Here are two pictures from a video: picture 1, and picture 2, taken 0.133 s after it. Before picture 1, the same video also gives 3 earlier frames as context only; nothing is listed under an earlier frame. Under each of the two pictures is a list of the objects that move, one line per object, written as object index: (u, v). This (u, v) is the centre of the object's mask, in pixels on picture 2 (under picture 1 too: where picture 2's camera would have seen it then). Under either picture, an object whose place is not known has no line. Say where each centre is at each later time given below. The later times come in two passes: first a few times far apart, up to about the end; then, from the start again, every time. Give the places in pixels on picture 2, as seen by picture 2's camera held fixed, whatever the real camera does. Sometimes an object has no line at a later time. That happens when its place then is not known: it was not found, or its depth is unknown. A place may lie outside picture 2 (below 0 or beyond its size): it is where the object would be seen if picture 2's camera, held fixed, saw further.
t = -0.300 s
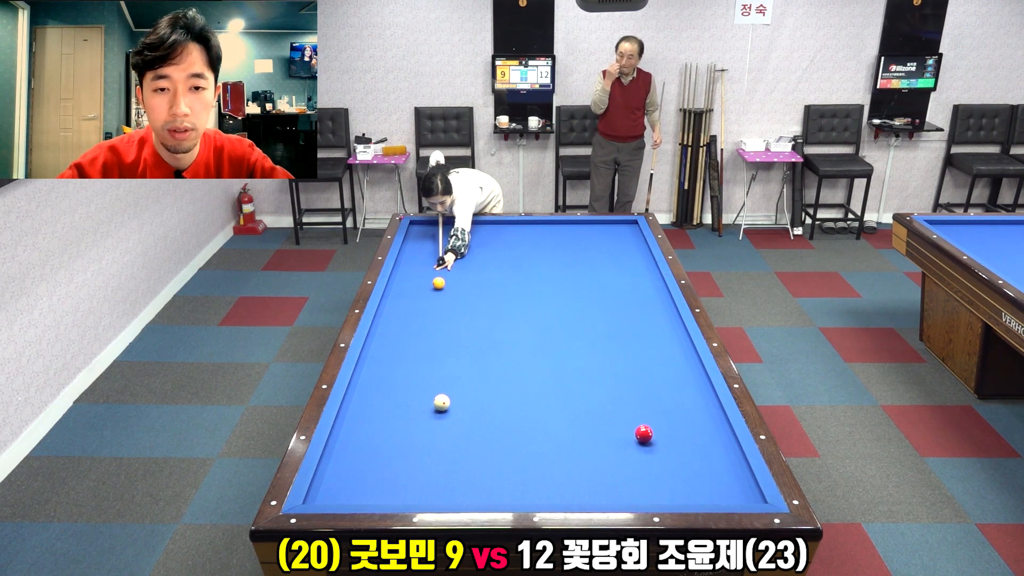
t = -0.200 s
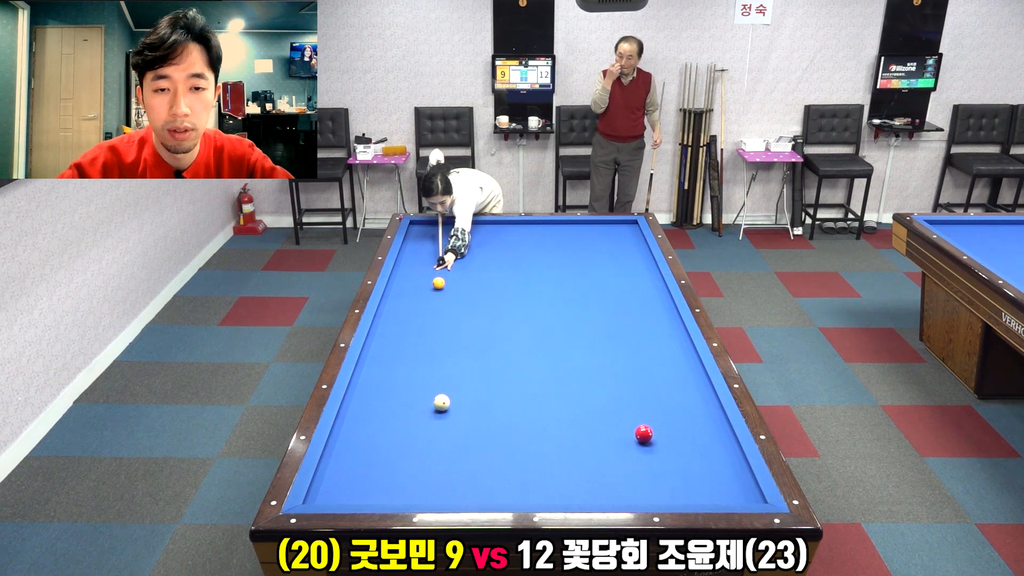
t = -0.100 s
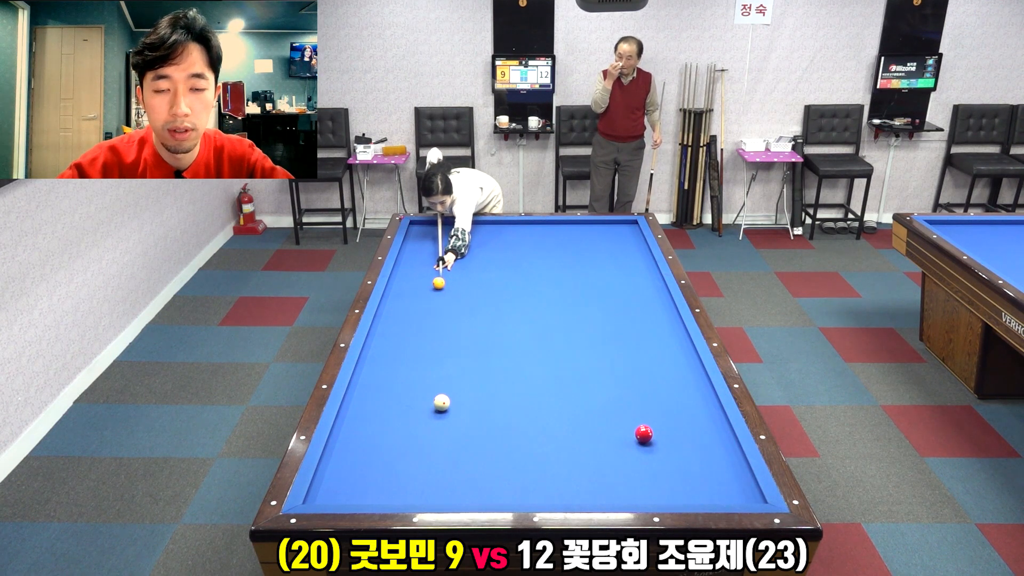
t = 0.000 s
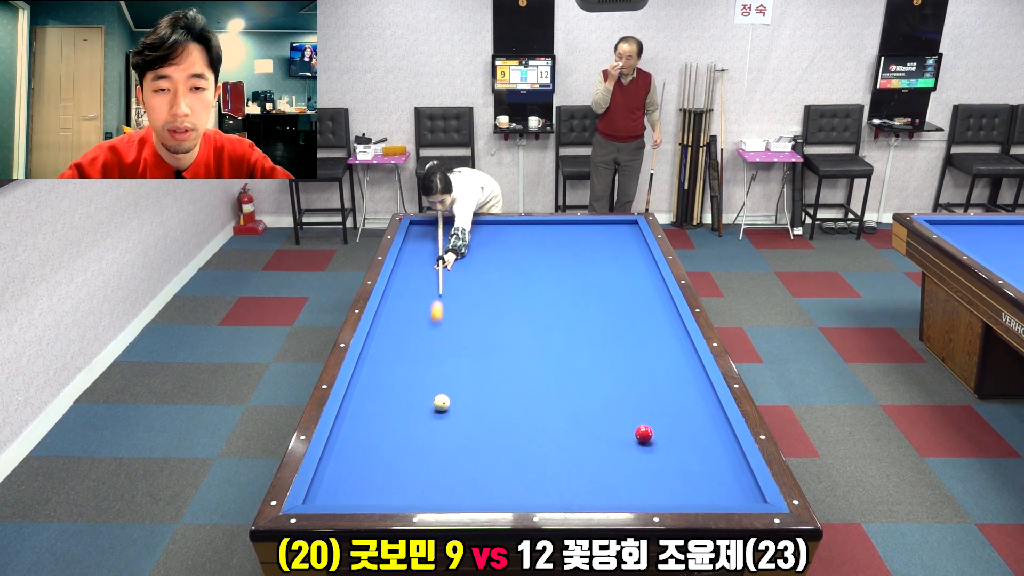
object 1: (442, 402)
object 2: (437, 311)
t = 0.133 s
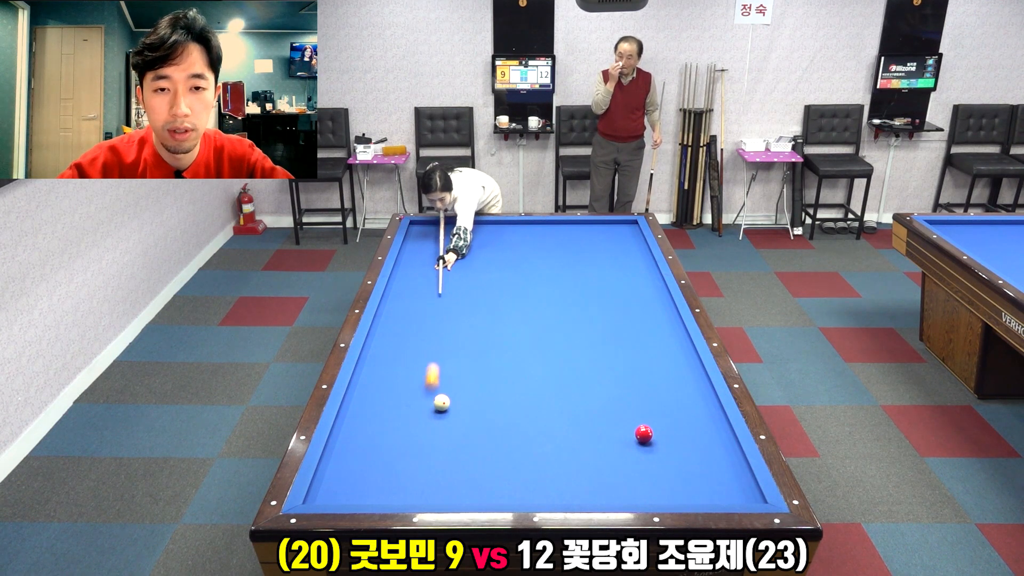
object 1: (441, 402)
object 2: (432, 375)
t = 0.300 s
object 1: (517, 443)
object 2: (353, 437)
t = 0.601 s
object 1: (653, 465)
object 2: (433, 463)
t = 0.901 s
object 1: (719, 418)
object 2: (539, 408)
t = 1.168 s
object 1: (663, 385)
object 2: (613, 369)
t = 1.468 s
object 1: (613, 354)
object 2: (681, 333)
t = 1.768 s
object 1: (570, 327)
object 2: (623, 304)
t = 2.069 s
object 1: (533, 304)
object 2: (577, 279)
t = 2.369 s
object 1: (501, 284)
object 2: (538, 257)
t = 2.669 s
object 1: (472, 267)
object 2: (503, 239)
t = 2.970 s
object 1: (447, 251)
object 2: (474, 223)
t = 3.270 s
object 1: (425, 237)
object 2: (437, 231)
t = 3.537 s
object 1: (429, 230)
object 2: (427, 236)
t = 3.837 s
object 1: (455, 227)
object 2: (422, 241)
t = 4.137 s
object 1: (481, 223)
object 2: (417, 247)
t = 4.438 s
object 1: (503, 223)
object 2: (412, 252)
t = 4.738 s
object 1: (522, 225)
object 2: (408, 258)
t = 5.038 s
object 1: (542, 227)
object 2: (403, 263)
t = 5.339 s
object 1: (560, 229)
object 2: (399, 268)
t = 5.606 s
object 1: (577, 231)
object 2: (396, 273)
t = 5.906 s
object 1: (594, 233)
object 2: (395, 279)
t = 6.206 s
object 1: (612, 234)
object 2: (395, 284)
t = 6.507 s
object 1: (629, 236)
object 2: (394, 290)
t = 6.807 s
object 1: (637, 238)
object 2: (394, 295)
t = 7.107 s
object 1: (629, 239)
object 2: (393, 300)
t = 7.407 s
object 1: (621, 240)
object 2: (393, 305)
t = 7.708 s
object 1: (613, 242)
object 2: (392, 310)
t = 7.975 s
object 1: (607, 242)
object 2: (391, 314)
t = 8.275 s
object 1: (600, 243)
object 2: (390, 319)
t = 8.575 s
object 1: (594, 244)
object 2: (389, 323)
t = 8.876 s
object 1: (588, 245)
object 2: (388, 326)
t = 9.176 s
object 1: (583, 246)
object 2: (387, 330)
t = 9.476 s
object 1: (578, 246)
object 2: (386, 333)
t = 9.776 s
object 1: (574, 247)
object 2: (384, 336)
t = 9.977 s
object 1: (571, 247)
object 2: (384, 338)
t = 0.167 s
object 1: (444, 403)
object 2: (429, 393)
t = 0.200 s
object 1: (459, 410)
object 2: (413, 405)
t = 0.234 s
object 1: (478, 421)
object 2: (393, 416)
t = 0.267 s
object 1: (497, 432)
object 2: (373, 426)
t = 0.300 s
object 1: (517, 443)
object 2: (353, 437)
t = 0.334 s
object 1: (536, 454)
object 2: (335, 448)
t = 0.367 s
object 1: (556, 465)
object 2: (339, 460)
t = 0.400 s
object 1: (577, 476)
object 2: (348, 473)
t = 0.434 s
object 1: (598, 488)
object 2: (358, 486)
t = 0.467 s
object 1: (617, 494)
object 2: (369, 495)
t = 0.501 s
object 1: (627, 488)
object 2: (386, 489)
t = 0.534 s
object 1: (636, 479)
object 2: (403, 480)
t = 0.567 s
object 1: (645, 472)
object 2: (418, 471)
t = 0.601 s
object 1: (653, 465)
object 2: (433, 463)
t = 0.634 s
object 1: (661, 458)
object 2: (448, 455)
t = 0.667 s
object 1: (669, 453)
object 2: (460, 448)
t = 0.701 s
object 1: (677, 447)
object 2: (473, 442)
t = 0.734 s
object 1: (685, 442)
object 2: (484, 435)
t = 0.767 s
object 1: (693, 437)
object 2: (496, 429)
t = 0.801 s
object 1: (700, 432)
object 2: (507, 424)
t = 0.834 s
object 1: (707, 428)
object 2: (518, 418)
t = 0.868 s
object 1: (714, 423)
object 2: (529, 413)
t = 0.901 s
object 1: (719, 418)
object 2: (539, 408)
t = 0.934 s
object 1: (711, 414)
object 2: (549, 402)
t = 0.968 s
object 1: (703, 409)
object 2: (559, 397)
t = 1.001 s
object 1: (695, 405)
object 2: (568, 392)
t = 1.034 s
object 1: (689, 401)
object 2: (578, 387)
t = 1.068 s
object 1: (682, 397)
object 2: (587, 383)
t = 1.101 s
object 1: (675, 393)
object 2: (596, 378)
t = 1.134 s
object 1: (669, 389)
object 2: (605, 374)
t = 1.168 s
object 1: (663, 385)
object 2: (613, 369)
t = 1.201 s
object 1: (657, 382)
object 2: (622, 365)
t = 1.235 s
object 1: (651, 378)
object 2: (630, 360)
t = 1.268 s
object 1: (645, 374)
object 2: (638, 356)
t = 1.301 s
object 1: (640, 371)
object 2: (646, 352)
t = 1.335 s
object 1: (634, 367)
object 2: (654, 348)
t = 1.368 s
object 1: (629, 364)
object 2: (661, 345)
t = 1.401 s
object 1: (623, 361)
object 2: (669, 341)
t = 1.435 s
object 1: (618, 357)
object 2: (676, 337)
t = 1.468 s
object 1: (613, 354)
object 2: (681, 333)
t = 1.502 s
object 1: (608, 351)
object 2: (674, 330)
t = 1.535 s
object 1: (603, 348)
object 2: (666, 326)
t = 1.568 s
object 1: (598, 345)
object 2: (659, 323)
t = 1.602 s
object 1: (593, 342)
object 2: (652, 320)
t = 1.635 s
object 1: (588, 339)
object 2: (646, 316)
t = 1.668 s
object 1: (583, 336)
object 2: (640, 313)
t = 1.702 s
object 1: (579, 333)
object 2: (634, 310)
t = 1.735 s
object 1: (574, 330)
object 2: (628, 307)
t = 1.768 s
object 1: (570, 327)
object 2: (623, 304)
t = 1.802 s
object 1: (566, 325)
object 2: (617, 301)
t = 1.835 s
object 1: (561, 322)
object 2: (612, 298)
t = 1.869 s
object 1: (557, 319)
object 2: (607, 295)
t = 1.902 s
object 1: (553, 317)
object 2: (601, 292)
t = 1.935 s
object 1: (549, 314)
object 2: (596, 289)
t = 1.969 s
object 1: (545, 312)
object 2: (591, 287)
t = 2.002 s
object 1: (541, 309)
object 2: (587, 284)
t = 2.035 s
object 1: (537, 307)
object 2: (582, 281)
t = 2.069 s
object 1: (533, 304)
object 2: (577, 279)
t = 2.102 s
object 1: (529, 302)
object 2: (572, 276)
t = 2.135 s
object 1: (525, 300)
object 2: (568, 274)
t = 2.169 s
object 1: (522, 297)
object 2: (563, 271)
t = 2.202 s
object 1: (518, 295)
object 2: (559, 269)
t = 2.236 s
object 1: (514, 293)
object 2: (554, 267)
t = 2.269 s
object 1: (511, 291)
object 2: (550, 264)
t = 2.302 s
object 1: (507, 288)
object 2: (546, 262)
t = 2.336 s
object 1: (504, 286)
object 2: (542, 260)
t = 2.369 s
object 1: (501, 284)
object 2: (538, 257)
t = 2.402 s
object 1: (497, 282)
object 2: (534, 255)
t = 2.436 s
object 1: (494, 280)
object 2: (530, 253)
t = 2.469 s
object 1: (491, 278)
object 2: (526, 251)
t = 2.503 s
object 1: (487, 276)
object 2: (522, 249)
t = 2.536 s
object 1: (484, 274)
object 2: (518, 247)
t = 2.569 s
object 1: (481, 272)
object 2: (514, 245)
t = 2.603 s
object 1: (478, 270)
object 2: (511, 243)
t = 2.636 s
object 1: (475, 269)
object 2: (507, 241)
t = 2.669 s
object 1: (472, 267)
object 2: (503, 239)
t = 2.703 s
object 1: (469, 265)
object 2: (500, 237)
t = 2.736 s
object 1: (466, 263)
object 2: (496, 235)
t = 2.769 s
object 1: (463, 261)
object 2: (493, 233)
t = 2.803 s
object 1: (461, 259)
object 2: (490, 231)
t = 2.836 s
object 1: (458, 258)
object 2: (486, 230)
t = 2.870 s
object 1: (455, 256)
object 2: (483, 228)
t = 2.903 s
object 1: (452, 254)
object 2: (480, 226)
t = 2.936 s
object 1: (450, 253)
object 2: (476, 224)
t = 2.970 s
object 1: (447, 251)
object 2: (474, 223)
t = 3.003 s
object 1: (444, 249)
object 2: (470, 222)
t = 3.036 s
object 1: (442, 248)
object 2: (466, 223)
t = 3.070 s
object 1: (439, 246)
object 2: (462, 225)
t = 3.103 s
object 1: (437, 245)
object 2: (458, 226)
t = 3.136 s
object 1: (434, 243)
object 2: (454, 227)
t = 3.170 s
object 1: (432, 241)
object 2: (450, 228)
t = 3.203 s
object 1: (429, 240)
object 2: (446, 229)
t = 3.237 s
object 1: (427, 238)
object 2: (442, 230)
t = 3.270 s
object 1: (425, 237)
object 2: (437, 231)
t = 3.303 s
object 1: (422, 236)
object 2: (433, 232)
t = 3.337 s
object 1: (419, 234)
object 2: (430, 233)
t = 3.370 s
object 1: (413, 233)
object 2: (430, 233)
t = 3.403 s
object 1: (412, 233)
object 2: (429, 234)
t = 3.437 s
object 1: (416, 233)
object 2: (428, 234)
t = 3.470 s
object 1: (419, 232)
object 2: (428, 235)
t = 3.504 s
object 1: (423, 230)
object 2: (427, 235)
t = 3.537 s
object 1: (429, 230)
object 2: (427, 236)
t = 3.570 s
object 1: (432, 230)
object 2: (426, 236)
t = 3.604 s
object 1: (435, 230)
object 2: (425, 237)
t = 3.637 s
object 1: (437, 230)
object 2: (425, 238)
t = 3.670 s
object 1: (441, 229)
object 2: (424, 238)
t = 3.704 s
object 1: (443, 229)
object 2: (424, 239)
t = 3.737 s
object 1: (446, 228)
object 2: (423, 240)
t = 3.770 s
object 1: (449, 228)
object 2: (423, 240)
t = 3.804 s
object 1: (452, 228)
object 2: (422, 241)
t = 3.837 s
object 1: (455, 227)
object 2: (422, 241)
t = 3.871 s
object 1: (458, 227)
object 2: (421, 242)
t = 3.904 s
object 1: (461, 226)
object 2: (421, 243)
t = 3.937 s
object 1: (464, 226)
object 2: (420, 243)
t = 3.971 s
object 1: (467, 225)
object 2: (420, 244)
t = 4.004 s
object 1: (470, 225)
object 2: (419, 245)
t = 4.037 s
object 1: (473, 224)
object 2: (419, 245)
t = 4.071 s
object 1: (476, 224)
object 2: (418, 246)
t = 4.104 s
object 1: (479, 223)
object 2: (417, 246)
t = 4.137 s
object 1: (481, 223)
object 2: (417, 247)
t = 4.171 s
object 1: (484, 222)
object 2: (416, 248)
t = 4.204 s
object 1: (487, 222)
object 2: (416, 248)
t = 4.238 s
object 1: (490, 222)
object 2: (415, 249)
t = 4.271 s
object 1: (492, 222)
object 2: (415, 250)
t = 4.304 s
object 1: (494, 222)
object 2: (414, 250)
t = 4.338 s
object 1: (497, 222)
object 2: (414, 251)
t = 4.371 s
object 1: (499, 223)
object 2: (413, 251)
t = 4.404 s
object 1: (501, 223)
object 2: (413, 252)
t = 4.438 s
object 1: (503, 223)
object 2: (412, 252)
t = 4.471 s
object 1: (505, 223)
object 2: (412, 253)
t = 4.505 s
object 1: (507, 223)
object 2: (411, 254)
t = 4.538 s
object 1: (510, 224)
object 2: (411, 254)
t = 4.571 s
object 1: (512, 224)
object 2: (410, 255)
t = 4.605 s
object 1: (514, 224)
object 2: (410, 255)
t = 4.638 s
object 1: (516, 224)
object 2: (409, 256)
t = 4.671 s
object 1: (518, 225)
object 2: (409, 257)
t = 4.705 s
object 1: (520, 225)
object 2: (408, 257)
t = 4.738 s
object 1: (522, 225)
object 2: (408, 258)
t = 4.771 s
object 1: (525, 225)
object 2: (407, 259)
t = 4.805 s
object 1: (527, 226)
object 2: (407, 259)
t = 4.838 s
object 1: (529, 226)
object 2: (406, 260)
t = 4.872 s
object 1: (531, 226)
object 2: (406, 260)
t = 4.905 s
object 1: (533, 226)
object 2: (405, 261)
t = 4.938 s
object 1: (535, 227)
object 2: (405, 261)
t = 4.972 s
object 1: (537, 227)
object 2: (404, 262)
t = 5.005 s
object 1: (540, 227)
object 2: (404, 263)
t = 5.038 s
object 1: (542, 227)
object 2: (403, 263)
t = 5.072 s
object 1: (544, 227)
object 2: (403, 264)
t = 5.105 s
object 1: (546, 228)
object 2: (402, 264)
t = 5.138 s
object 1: (548, 228)
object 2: (402, 265)
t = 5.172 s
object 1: (550, 228)
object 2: (401, 266)
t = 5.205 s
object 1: (552, 228)
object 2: (401, 266)
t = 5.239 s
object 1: (554, 228)
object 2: (400, 267)
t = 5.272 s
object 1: (556, 229)
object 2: (400, 267)
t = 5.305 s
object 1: (558, 229)
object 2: (399, 268)
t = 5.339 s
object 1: (560, 229)
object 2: (399, 268)
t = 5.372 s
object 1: (562, 229)
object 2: (398, 269)
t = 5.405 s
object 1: (564, 229)
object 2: (398, 270)
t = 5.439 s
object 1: (566, 230)
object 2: (397, 270)
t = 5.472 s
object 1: (568, 230)
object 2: (397, 271)
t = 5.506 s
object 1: (571, 230)
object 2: (397, 271)
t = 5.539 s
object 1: (572, 230)
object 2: (397, 272)
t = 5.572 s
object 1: (574, 231)
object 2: (396, 273)
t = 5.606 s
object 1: (577, 231)
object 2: (396, 273)
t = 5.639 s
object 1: (578, 231)
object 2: (396, 274)
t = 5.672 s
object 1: (580, 231)
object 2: (396, 274)
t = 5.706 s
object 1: (582, 231)
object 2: (396, 275)
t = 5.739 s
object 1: (584, 232)
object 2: (396, 276)
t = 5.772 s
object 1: (586, 232)
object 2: (396, 276)
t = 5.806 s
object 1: (588, 232)
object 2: (396, 277)
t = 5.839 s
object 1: (590, 232)
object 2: (396, 278)
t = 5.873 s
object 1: (592, 233)
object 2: (396, 278)
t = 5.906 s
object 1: (594, 233)
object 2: (395, 279)
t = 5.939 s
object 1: (596, 233)
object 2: (395, 279)
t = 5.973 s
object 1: (598, 233)
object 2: (395, 280)
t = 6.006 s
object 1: (600, 233)
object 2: (395, 281)
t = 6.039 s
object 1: (602, 233)
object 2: (395, 281)
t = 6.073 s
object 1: (604, 234)
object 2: (395, 282)
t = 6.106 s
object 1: (606, 234)
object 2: (395, 283)
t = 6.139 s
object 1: (608, 234)
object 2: (395, 283)
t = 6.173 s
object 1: (610, 234)
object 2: (395, 284)
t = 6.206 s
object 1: (612, 234)
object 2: (395, 284)
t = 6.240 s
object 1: (614, 235)
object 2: (395, 285)
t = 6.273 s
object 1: (616, 235)
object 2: (395, 286)
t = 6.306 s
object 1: (617, 235)
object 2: (395, 286)
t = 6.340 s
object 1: (619, 235)
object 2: (395, 287)
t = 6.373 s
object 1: (621, 235)
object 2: (395, 287)
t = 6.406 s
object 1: (623, 236)
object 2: (394, 288)
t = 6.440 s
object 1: (625, 236)
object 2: (394, 289)
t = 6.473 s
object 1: (627, 236)
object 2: (394, 289)
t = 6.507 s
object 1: (629, 236)
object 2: (394, 290)
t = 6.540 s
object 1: (630, 236)
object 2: (394, 290)
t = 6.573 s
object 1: (632, 236)
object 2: (394, 291)
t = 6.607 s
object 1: (634, 237)
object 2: (394, 292)
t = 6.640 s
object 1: (636, 237)
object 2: (394, 292)
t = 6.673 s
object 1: (638, 237)
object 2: (394, 293)
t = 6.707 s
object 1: (639, 237)
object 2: (394, 293)
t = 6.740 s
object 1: (639, 237)
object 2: (394, 294)
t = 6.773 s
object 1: (638, 238)
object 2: (394, 295)
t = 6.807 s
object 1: (637, 238)
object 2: (394, 295)
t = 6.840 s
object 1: (636, 238)
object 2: (394, 296)
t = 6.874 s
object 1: (635, 238)
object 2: (394, 296)
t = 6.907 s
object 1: (634, 238)
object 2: (394, 297)
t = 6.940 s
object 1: (633, 238)
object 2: (394, 297)
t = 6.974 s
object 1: (632, 238)
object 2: (393, 298)
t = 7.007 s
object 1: (631, 239)
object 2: (393, 299)
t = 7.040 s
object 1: (630, 239)
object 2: (393, 299)
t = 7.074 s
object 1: (629, 239)
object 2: (393, 300)
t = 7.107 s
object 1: (629, 239)
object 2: (393, 300)
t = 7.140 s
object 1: (628, 239)
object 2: (393, 301)
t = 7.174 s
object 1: (627, 239)
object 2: (393, 301)
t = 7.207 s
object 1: (626, 239)
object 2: (393, 302)
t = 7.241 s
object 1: (625, 240)
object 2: (393, 303)
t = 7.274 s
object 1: (624, 240)
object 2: (393, 303)
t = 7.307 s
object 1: (623, 240)
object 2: (393, 304)
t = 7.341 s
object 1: (622, 240)
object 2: (393, 304)
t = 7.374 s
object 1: (621, 240)
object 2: (393, 305)
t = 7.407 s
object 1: (621, 240)
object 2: (393, 305)
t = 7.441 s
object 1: (620, 240)
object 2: (393, 306)
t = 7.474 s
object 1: (619, 241)
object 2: (392, 306)
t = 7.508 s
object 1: (618, 241)
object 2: (392, 307)
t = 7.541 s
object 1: (617, 241)
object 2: (392, 307)
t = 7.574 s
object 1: (616, 241)
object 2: (392, 308)
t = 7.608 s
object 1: (615, 241)
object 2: (392, 308)
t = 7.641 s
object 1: (615, 241)
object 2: (392, 309)
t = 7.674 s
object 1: (614, 241)
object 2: (392, 310)
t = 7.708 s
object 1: (613, 242)
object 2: (392, 310)
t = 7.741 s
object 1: (612, 242)
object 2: (392, 311)
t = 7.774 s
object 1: (611, 242)
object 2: (392, 311)
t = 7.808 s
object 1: (611, 242)
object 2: (392, 312)
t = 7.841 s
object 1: (610, 242)
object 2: (391, 312)
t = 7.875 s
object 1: (609, 242)
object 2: (391, 313)
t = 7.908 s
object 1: (608, 242)
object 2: (391, 313)
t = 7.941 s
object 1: (607, 242)
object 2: (391, 314)
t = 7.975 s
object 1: (607, 242)
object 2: (391, 314)
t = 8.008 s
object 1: (606, 242)
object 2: (391, 315)
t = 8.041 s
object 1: (605, 243)
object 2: (391, 315)
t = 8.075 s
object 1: (604, 243)
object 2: (390, 316)
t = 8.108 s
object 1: (604, 243)
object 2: (390, 316)
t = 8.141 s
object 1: (603, 243)
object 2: (390, 317)
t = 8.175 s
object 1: (602, 243)
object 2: (390, 317)
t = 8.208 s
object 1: (601, 243)
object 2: (390, 318)
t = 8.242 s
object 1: (601, 243)
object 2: (390, 318)
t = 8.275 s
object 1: (600, 243)
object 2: (390, 319)
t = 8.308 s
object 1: (599, 243)
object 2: (390, 319)
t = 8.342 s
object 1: (599, 243)
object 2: (389, 320)
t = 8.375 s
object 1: (598, 244)
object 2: (389, 320)
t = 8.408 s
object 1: (597, 244)
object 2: (389, 320)
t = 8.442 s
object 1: (596, 244)
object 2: (389, 321)
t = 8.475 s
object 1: (596, 244)
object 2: (389, 321)
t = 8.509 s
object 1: (595, 244)
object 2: (389, 322)
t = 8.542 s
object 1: (594, 244)
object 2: (389, 322)
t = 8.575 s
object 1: (594, 244)
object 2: (389, 323)
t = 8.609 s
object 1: (593, 244)
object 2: (389, 323)
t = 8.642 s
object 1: (593, 244)
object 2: (388, 323)
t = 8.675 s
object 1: (592, 244)
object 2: (388, 324)
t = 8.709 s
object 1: (591, 245)
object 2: (388, 324)
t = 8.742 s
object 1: (590, 245)
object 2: (388, 325)
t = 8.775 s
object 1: (590, 245)
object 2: (388, 325)
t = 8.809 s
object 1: (589, 245)
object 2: (388, 326)
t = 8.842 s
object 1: (589, 245)
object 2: (388, 326)
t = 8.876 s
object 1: (588, 245)
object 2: (388, 326)
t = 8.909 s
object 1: (587, 245)
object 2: (388, 327)
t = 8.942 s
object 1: (587, 245)
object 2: (388, 327)
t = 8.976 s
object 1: (586, 245)
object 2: (388, 328)
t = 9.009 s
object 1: (586, 245)
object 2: (387, 328)
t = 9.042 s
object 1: (585, 245)
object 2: (387, 328)
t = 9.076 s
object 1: (584, 246)
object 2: (387, 329)
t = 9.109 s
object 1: (584, 246)
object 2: (387, 329)
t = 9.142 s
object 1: (583, 246)
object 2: (387, 330)
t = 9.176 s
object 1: (583, 246)
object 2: (387, 330)
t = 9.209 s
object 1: (582, 246)
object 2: (387, 331)
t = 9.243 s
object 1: (582, 246)
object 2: (387, 331)
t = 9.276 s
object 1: (581, 246)
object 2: (387, 331)
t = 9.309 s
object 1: (581, 246)
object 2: (386, 332)
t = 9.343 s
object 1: (580, 246)
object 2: (386, 332)
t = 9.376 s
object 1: (579, 246)
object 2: (386, 332)
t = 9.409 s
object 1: (579, 246)
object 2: (386, 333)
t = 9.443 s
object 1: (578, 246)
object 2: (386, 333)
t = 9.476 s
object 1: (578, 246)
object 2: (386, 333)
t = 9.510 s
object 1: (577, 246)
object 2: (385, 334)
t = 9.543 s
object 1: (577, 246)
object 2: (385, 334)
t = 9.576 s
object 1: (577, 247)
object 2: (385, 334)
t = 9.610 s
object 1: (576, 247)
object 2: (385, 335)
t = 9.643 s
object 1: (576, 247)
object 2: (385, 335)
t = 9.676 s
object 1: (575, 247)
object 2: (385, 336)
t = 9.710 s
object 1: (575, 247)
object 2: (385, 336)
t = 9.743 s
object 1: (574, 247)
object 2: (385, 336)
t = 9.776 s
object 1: (574, 247)
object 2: (384, 336)
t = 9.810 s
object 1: (573, 247)
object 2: (384, 337)
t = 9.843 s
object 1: (573, 247)
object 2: (384, 337)
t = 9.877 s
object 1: (572, 247)
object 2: (384, 337)
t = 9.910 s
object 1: (572, 247)
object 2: (384, 338)
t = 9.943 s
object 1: (572, 247)
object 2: (384, 338)
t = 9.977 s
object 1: (571, 247)
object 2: (384, 338)
